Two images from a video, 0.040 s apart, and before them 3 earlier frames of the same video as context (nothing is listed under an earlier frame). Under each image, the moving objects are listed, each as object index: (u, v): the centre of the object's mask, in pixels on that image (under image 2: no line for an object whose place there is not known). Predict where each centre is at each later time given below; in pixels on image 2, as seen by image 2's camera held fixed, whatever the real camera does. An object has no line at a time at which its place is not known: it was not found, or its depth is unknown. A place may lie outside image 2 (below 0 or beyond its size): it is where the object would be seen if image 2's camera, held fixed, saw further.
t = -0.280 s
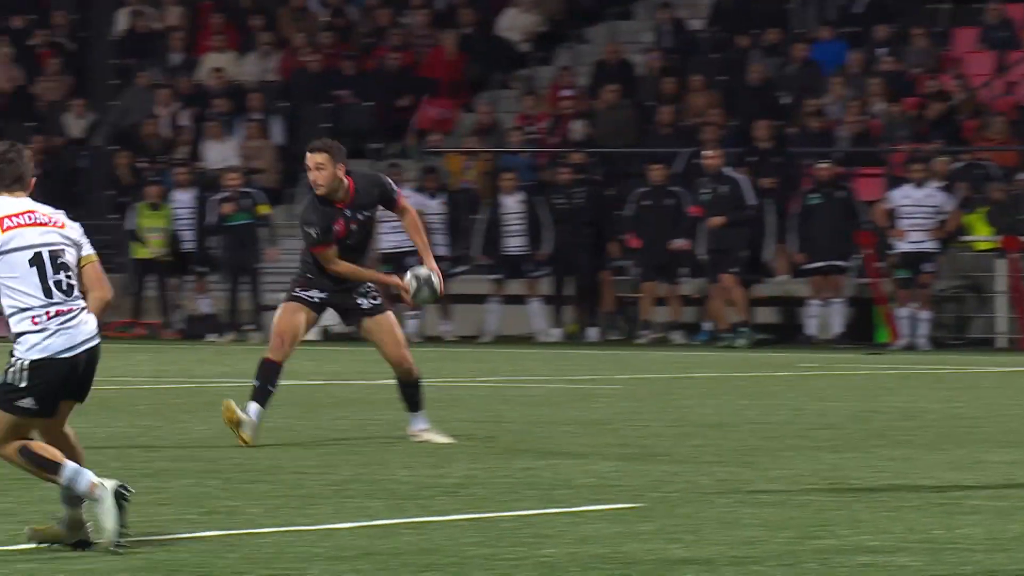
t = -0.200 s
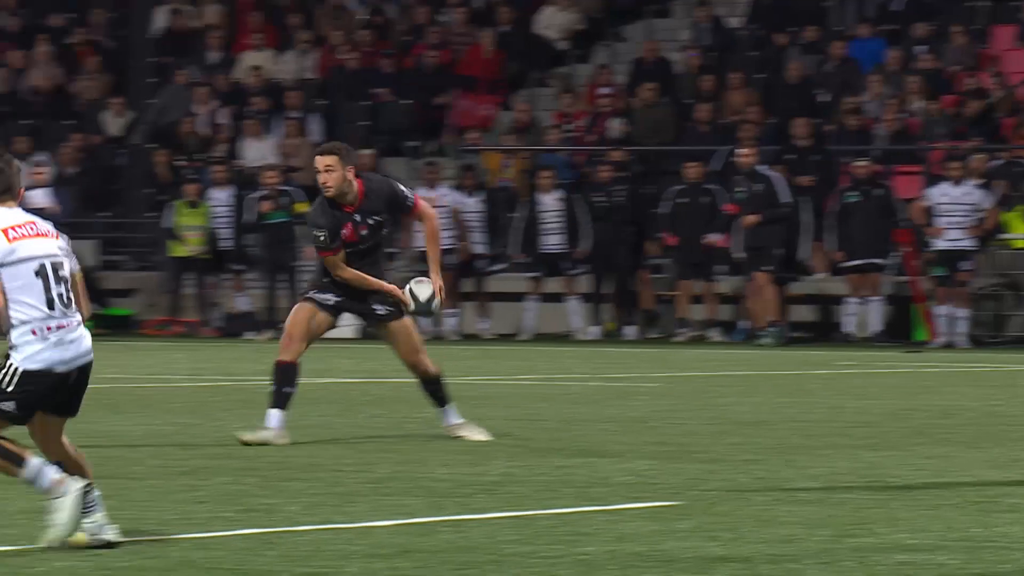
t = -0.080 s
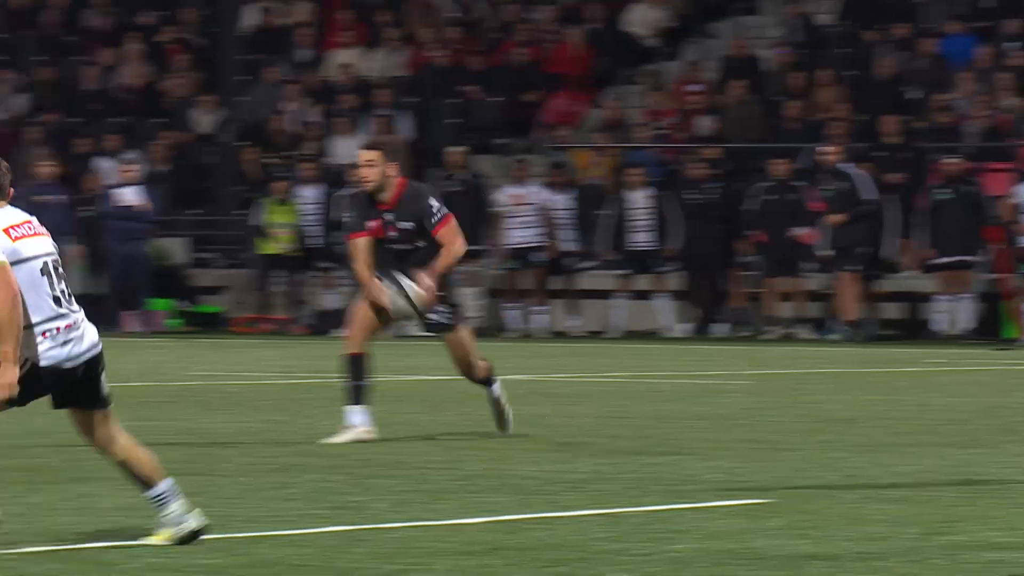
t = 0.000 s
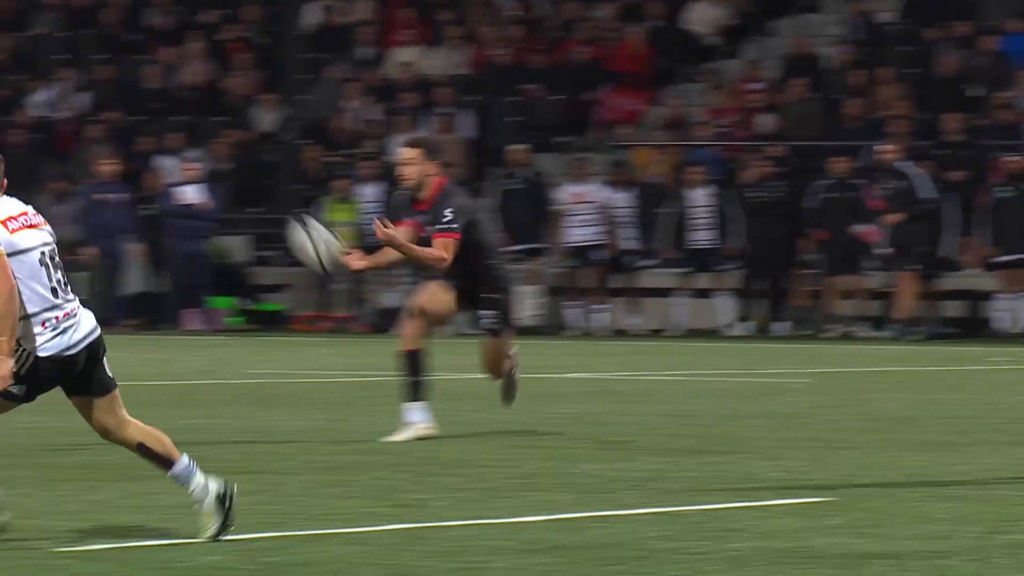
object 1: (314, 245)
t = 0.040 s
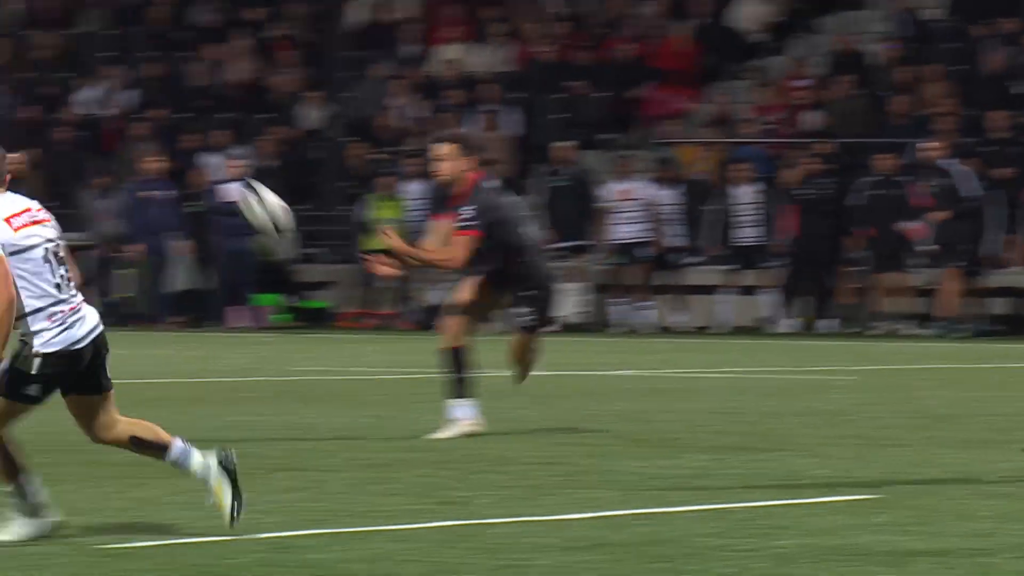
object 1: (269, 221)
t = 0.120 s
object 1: (106, 154)
